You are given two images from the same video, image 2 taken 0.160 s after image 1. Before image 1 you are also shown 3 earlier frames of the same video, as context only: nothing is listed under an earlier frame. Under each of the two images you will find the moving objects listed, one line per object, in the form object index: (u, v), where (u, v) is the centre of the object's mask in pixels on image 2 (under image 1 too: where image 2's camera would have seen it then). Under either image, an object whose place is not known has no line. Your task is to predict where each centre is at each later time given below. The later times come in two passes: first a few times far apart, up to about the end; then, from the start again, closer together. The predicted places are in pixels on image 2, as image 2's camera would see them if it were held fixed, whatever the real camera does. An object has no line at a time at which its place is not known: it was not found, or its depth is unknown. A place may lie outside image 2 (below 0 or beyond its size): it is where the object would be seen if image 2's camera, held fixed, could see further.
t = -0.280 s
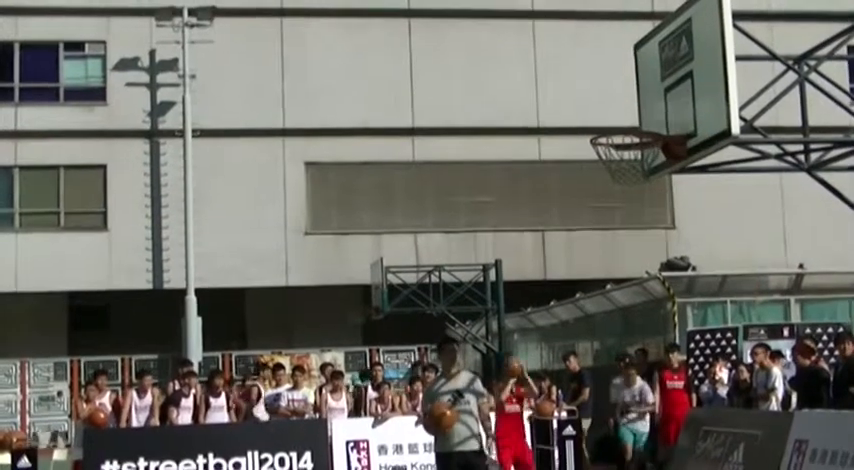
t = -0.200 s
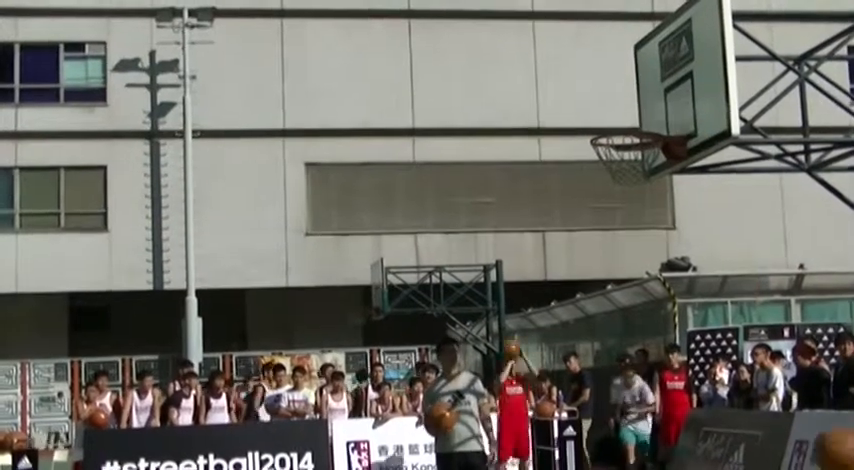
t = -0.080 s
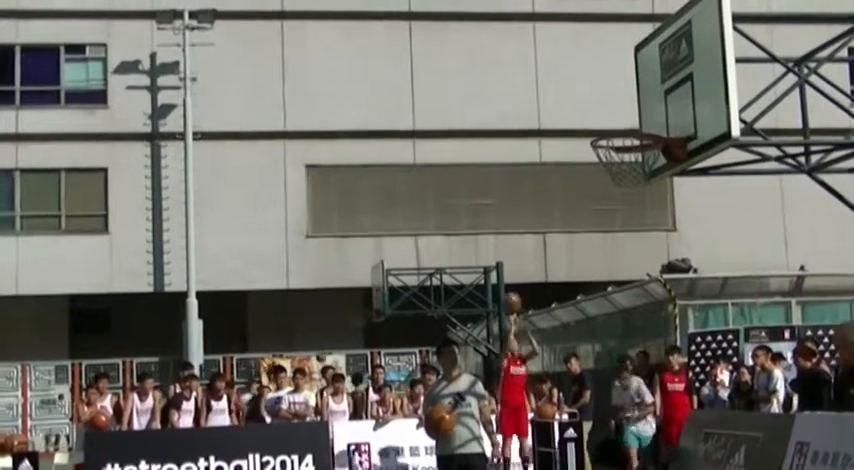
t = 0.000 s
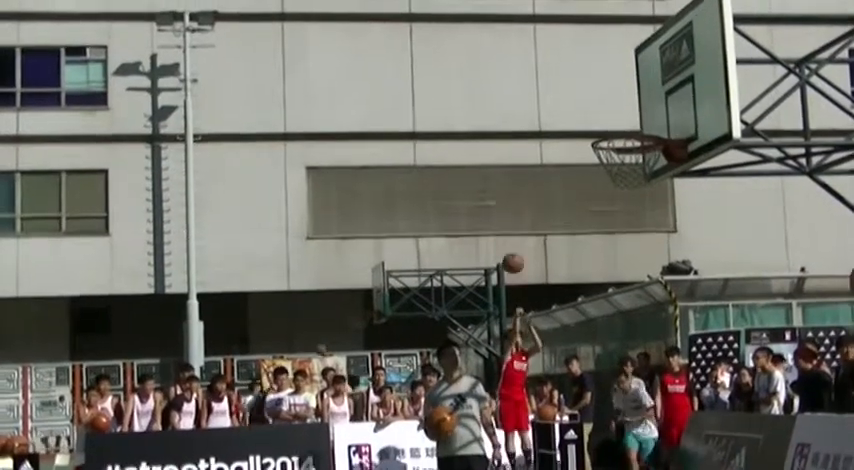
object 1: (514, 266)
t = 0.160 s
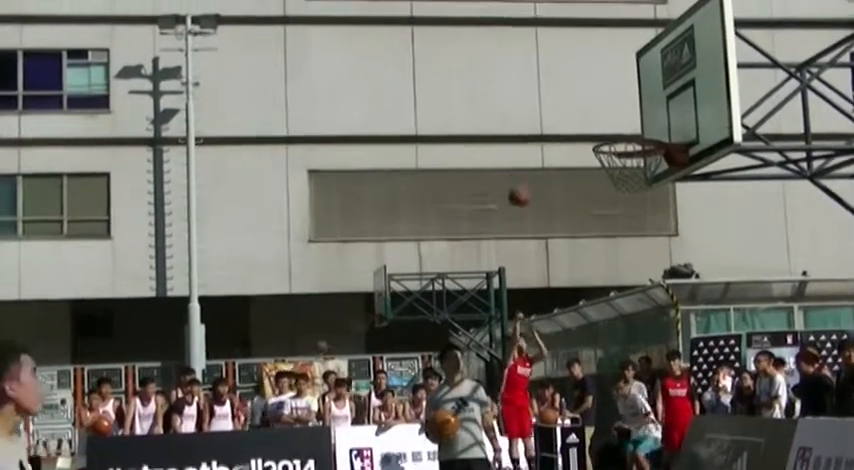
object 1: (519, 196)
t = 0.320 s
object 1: (525, 139)
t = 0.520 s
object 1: (534, 93)
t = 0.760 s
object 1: (550, 83)
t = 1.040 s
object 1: (578, 163)
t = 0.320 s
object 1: (525, 139)
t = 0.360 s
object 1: (527, 127)
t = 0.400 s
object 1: (529, 117)
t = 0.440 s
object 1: (530, 107)
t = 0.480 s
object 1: (532, 99)
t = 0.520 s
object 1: (534, 93)
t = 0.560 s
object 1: (537, 87)
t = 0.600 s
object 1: (539, 83)
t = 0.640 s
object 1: (542, 81)
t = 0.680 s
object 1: (544, 80)
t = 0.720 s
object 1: (547, 81)
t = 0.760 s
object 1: (550, 83)
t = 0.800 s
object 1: (553, 88)
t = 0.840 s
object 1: (557, 94)
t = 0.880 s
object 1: (560, 103)
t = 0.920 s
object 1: (564, 114)
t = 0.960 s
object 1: (569, 127)
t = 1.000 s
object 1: (574, 144)
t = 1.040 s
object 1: (578, 163)
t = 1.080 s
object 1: (584, 186)
